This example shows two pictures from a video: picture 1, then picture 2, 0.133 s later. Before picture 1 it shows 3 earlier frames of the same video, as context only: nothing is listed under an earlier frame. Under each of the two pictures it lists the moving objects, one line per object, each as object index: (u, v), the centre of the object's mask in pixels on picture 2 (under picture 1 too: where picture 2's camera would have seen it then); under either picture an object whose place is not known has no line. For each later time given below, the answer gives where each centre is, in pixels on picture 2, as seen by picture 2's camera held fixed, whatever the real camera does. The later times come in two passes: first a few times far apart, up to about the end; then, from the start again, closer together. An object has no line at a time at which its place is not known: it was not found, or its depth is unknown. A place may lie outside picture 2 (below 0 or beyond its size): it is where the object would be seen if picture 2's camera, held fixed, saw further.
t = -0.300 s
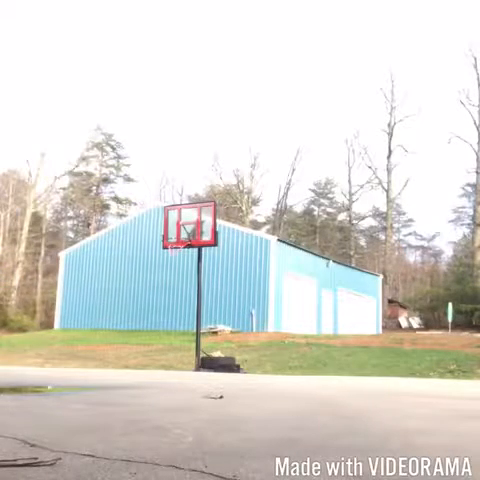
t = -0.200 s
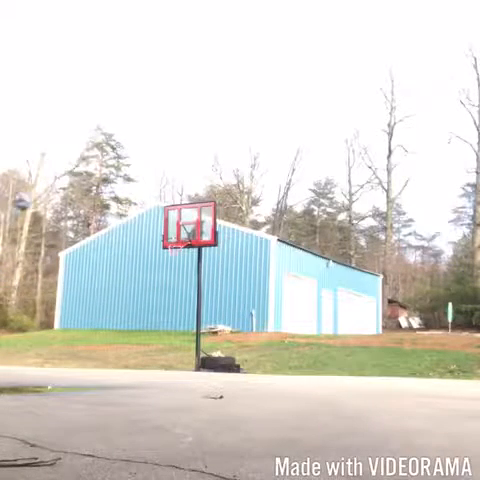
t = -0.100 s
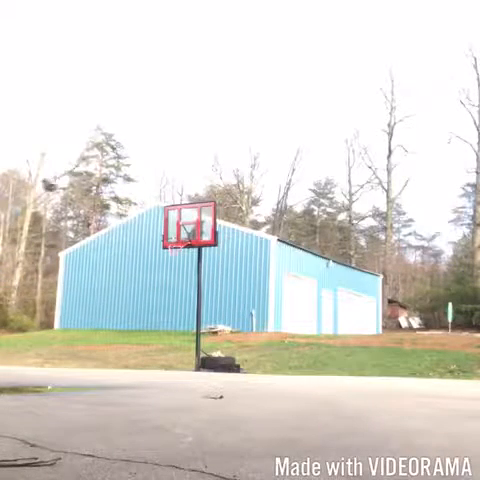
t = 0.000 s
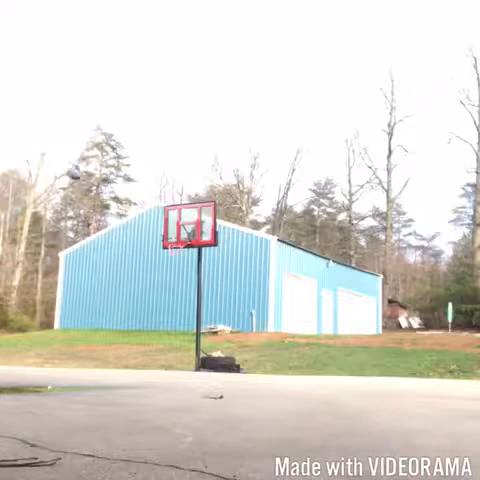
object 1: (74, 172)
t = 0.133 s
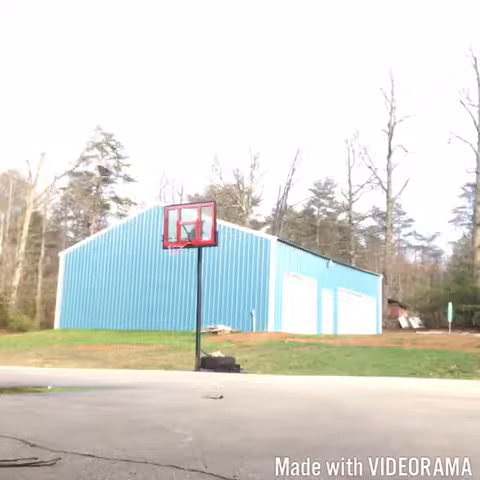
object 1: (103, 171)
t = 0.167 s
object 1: (110, 172)
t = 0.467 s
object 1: (163, 203)
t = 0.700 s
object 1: (186, 227)
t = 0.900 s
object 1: (176, 219)
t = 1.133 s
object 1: (164, 237)
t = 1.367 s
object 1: (150, 291)
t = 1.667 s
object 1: (136, 328)
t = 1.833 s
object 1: (137, 287)
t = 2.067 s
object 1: (139, 263)
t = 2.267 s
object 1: (136, 267)
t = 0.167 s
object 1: (110, 172)
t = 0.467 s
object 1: (163, 203)
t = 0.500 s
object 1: (170, 207)
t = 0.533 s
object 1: (172, 217)
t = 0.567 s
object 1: (179, 224)
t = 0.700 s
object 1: (186, 227)
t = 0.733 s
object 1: (183, 223)
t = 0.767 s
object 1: (181, 219)
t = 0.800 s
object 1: (179, 219)
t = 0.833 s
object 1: (179, 219)
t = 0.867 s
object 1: (178, 218)
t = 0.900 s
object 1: (176, 219)
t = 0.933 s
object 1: (174, 219)
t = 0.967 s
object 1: (177, 220)
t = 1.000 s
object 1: (174, 223)
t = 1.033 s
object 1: (171, 225)
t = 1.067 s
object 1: (167, 232)
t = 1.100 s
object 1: (165, 233)
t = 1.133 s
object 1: (164, 237)
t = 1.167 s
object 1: (162, 242)
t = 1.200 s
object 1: (161, 249)
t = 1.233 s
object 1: (159, 256)
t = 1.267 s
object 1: (156, 264)
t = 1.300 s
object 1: (153, 271)
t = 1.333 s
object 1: (152, 281)
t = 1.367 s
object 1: (150, 291)
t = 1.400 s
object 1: (147, 302)
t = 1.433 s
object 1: (145, 312)
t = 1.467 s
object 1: (139, 324)
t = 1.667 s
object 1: (136, 328)
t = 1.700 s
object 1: (136, 318)
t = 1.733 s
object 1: (137, 309)
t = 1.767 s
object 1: (137, 302)
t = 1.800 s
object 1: (137, 294)
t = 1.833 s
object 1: (137, 287)
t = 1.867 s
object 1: (137, 282)
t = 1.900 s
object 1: (138, 277)
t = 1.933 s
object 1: (138, 273)
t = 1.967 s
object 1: (138, 269)
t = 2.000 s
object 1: (139, 266)
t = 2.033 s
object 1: (139, 264)
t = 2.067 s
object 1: (139, 263)
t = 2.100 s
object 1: (138, 262)
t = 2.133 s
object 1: (138, 262)
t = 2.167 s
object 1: (137, 262)
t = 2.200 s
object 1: (137, 263)
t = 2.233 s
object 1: (136, 264)
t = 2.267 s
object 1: (136, 267)
